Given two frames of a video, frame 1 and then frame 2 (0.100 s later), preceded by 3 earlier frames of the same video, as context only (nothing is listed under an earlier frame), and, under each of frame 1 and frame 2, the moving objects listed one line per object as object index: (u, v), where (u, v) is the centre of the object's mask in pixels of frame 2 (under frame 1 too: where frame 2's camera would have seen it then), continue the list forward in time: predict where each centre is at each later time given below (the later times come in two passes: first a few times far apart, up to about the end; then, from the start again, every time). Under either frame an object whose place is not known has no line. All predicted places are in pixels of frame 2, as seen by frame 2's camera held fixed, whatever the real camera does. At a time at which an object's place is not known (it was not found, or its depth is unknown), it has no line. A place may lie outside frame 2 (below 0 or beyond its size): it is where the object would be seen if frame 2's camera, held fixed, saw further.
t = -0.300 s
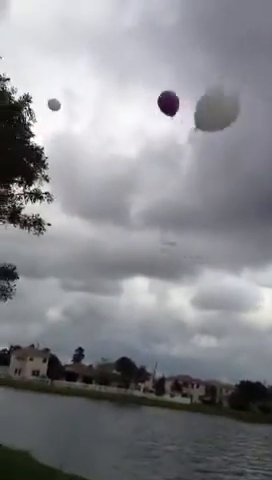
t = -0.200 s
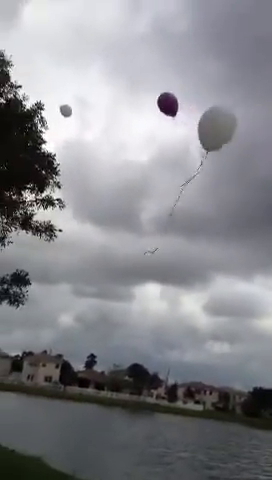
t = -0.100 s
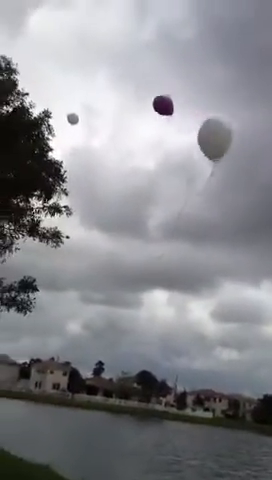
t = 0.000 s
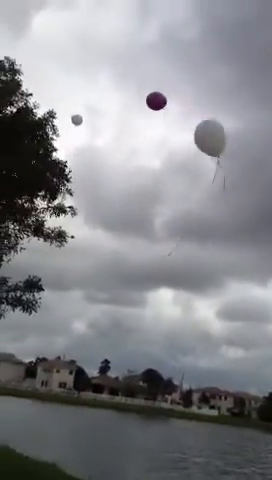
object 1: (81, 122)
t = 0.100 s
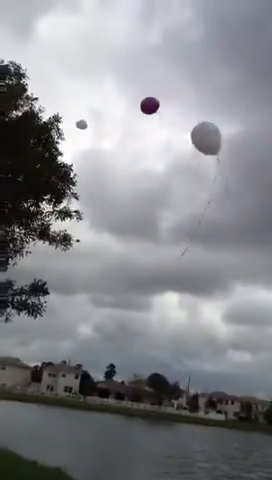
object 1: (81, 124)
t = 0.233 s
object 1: (80, 123)
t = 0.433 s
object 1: (73, 114)
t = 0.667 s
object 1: (63, 109)
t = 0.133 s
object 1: (81, 124)
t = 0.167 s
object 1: (81, 123)
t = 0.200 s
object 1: (81, 123)
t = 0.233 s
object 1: (80, 123)
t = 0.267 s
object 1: (79, 122)
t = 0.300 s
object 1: (78, 120)
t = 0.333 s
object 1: (77, 119)
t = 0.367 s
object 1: (76, 118)
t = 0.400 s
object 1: (74, 116)
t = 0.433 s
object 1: (73, 114)
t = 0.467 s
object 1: (71, 114)
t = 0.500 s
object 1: (70, 112)
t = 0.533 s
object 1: (69, 111)
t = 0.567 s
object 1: (67, 110)
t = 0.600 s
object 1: (66, 109)
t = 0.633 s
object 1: (64, 109)
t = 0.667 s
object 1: (63, 109)
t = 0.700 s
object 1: (61, 108)
